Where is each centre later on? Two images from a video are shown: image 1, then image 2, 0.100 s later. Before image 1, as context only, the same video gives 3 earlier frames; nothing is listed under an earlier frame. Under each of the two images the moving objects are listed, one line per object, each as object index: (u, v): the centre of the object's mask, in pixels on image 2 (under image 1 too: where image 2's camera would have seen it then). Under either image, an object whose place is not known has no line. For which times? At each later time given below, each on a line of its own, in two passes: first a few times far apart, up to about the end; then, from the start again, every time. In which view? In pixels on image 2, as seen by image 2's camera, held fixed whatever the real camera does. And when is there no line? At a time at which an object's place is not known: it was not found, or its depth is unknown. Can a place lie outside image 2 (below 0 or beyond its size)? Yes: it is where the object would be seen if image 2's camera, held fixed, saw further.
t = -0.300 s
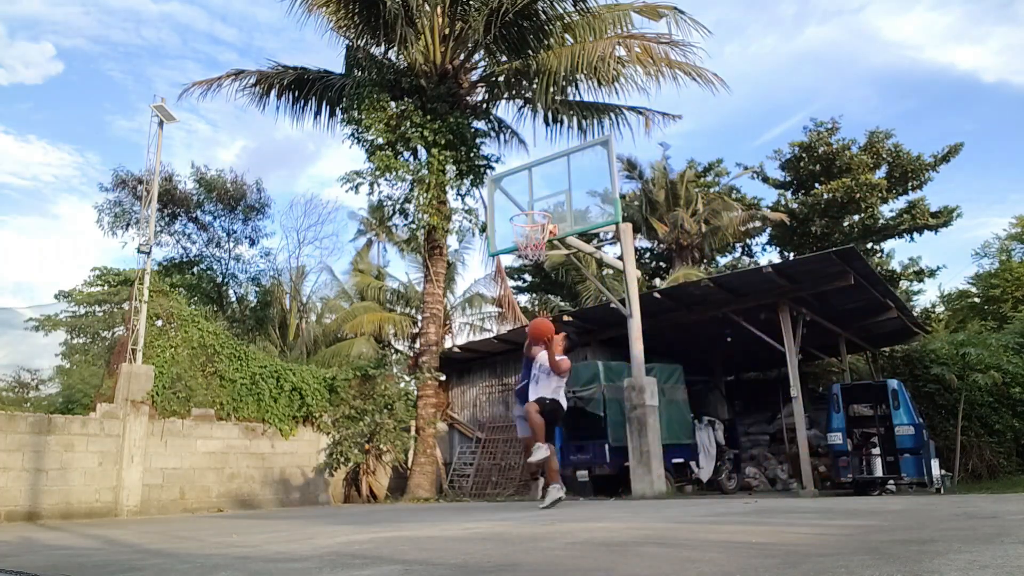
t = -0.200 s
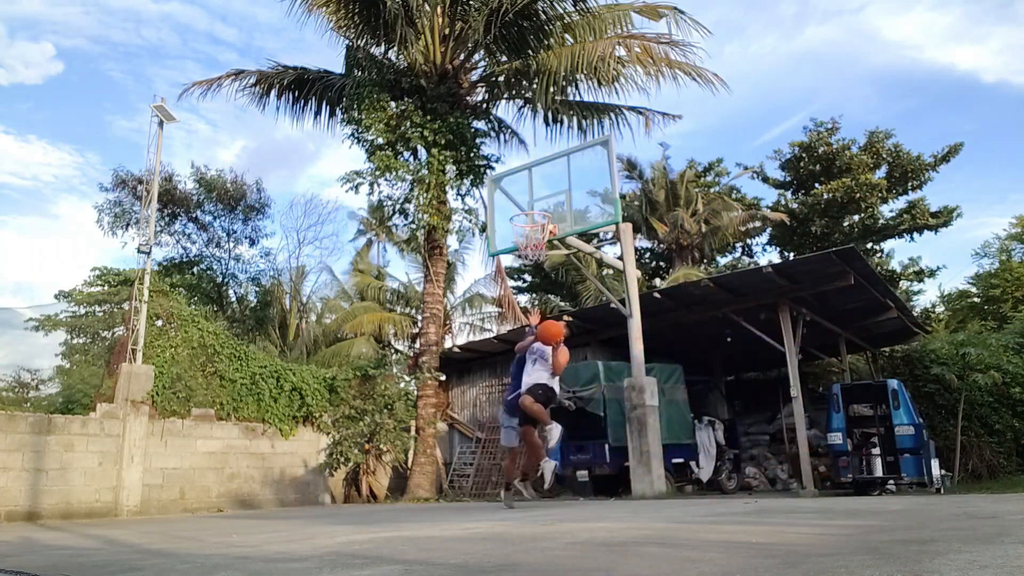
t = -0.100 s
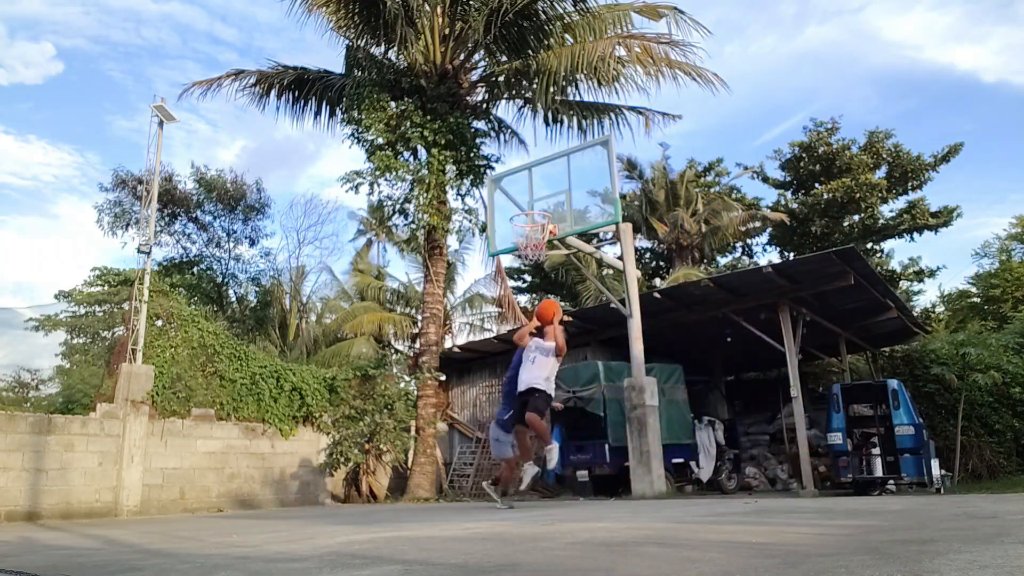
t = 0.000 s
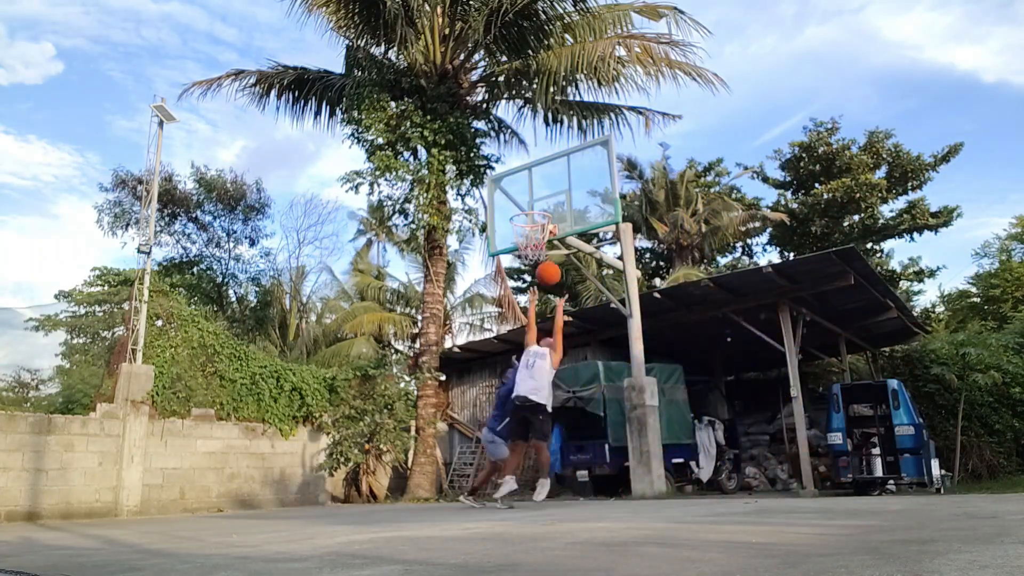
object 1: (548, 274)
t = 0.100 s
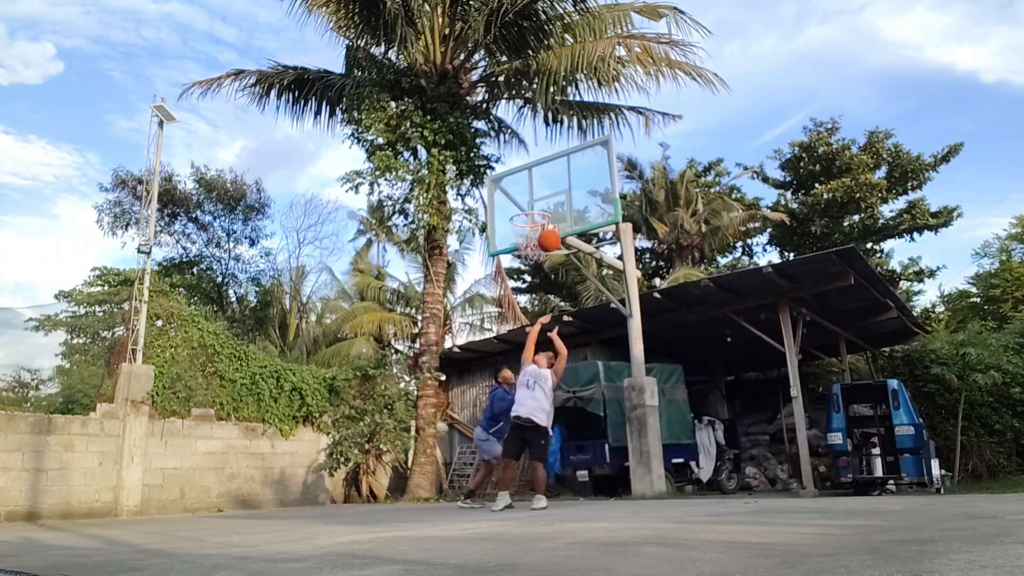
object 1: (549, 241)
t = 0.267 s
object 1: (553, 208)
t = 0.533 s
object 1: (586, 196)
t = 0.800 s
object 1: (624, 242)
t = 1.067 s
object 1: (671, 357)
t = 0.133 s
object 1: (549, 232)
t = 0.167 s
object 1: (550, 225)
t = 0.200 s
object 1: (550, 218)
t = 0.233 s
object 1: (550, 213)
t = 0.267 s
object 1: (553, 208)
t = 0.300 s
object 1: (557, 203)
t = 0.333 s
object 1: (560, 199)
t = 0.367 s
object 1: (564, 196)
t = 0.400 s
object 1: (569, 194)
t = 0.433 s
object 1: (573, 193)
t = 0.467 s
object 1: (577, 193)
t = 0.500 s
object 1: (581, 194)
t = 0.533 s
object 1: (586, 196)
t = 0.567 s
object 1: (590, 198)
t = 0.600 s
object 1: (595, 201)
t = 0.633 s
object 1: (600, 205)
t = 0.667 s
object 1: (605, 211)
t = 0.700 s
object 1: (609, 218)
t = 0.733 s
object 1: (614, 224)
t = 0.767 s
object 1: (619, 233)
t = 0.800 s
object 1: (624, 242)
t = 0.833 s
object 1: (630, 253)
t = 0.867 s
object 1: (636, 264)
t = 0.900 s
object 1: (642, 277)
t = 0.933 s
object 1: (647, 291)
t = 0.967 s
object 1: (653, 305)
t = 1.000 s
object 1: (659, 321)
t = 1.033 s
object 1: (665, 339)
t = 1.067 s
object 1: (671, 357)
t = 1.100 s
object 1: (678, 377)
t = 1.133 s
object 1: (685, 398)
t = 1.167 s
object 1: (691, 421)
